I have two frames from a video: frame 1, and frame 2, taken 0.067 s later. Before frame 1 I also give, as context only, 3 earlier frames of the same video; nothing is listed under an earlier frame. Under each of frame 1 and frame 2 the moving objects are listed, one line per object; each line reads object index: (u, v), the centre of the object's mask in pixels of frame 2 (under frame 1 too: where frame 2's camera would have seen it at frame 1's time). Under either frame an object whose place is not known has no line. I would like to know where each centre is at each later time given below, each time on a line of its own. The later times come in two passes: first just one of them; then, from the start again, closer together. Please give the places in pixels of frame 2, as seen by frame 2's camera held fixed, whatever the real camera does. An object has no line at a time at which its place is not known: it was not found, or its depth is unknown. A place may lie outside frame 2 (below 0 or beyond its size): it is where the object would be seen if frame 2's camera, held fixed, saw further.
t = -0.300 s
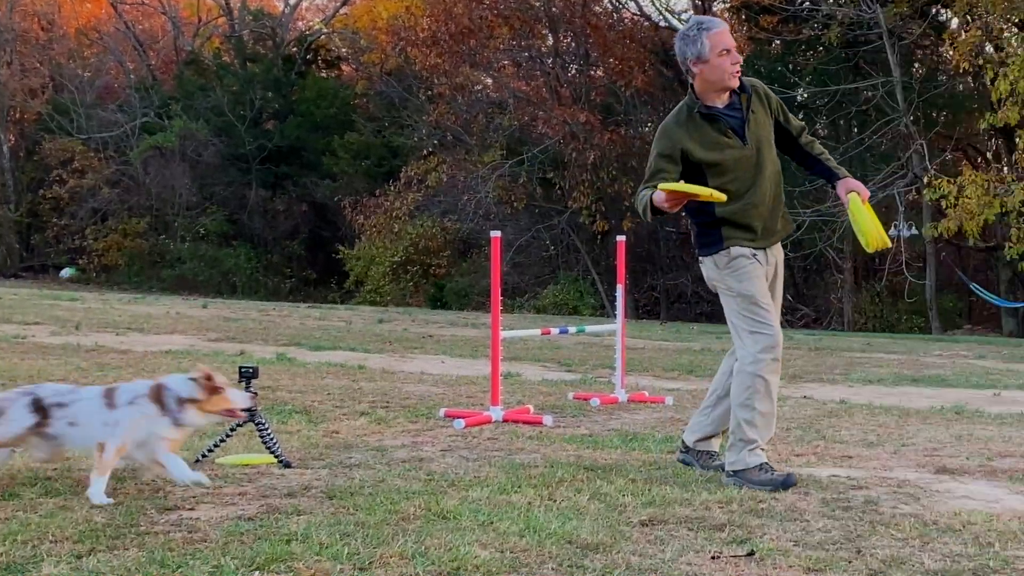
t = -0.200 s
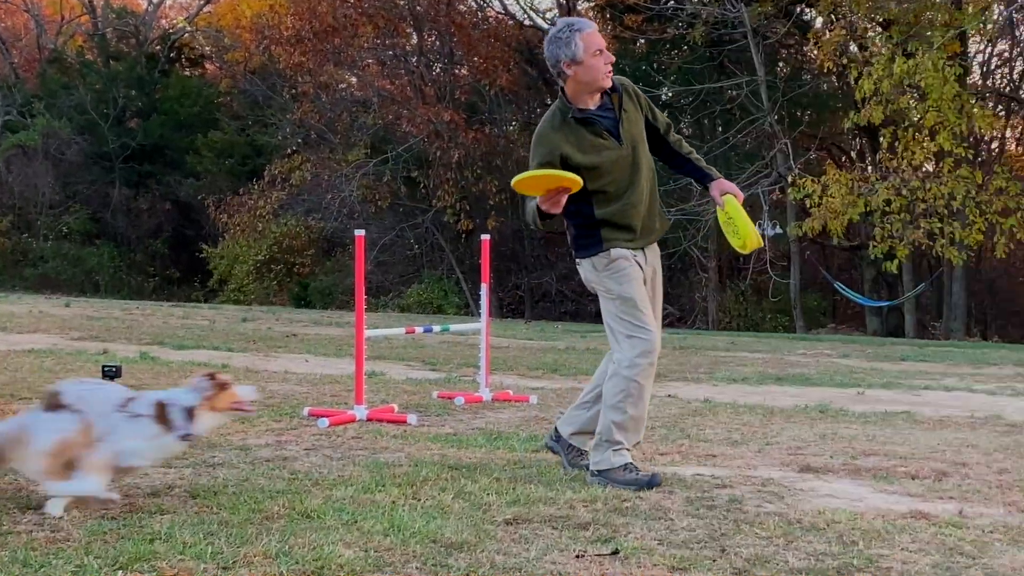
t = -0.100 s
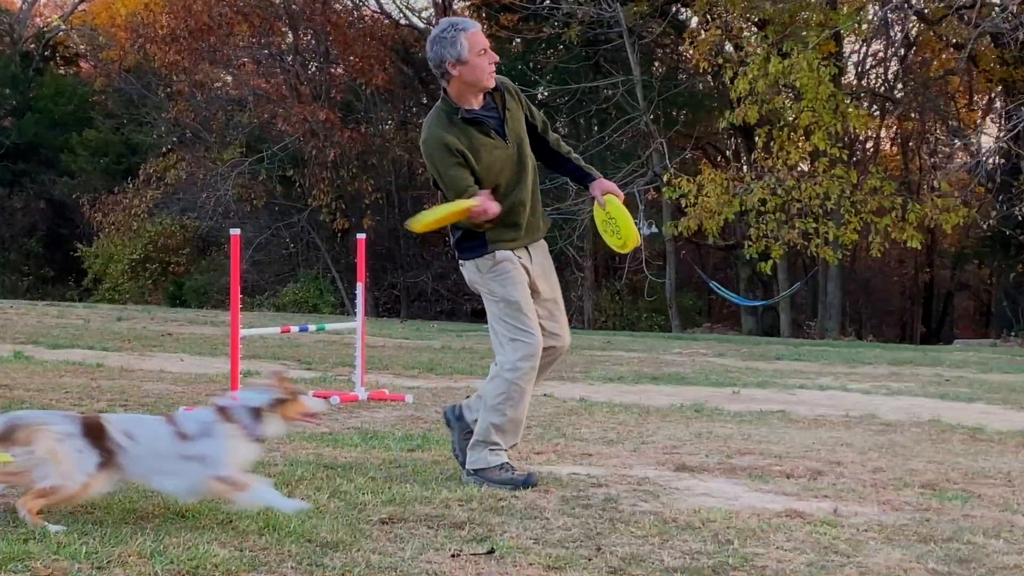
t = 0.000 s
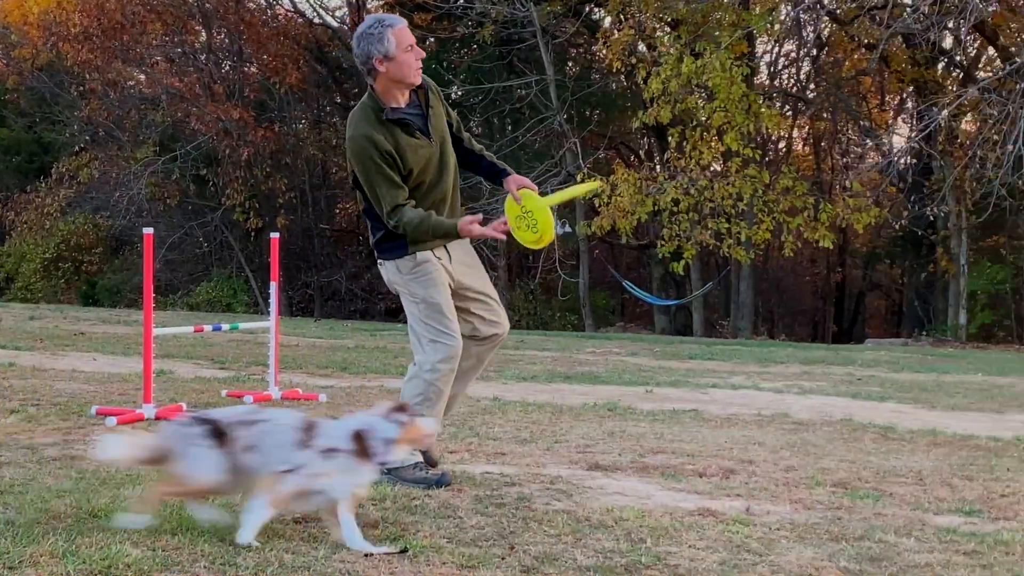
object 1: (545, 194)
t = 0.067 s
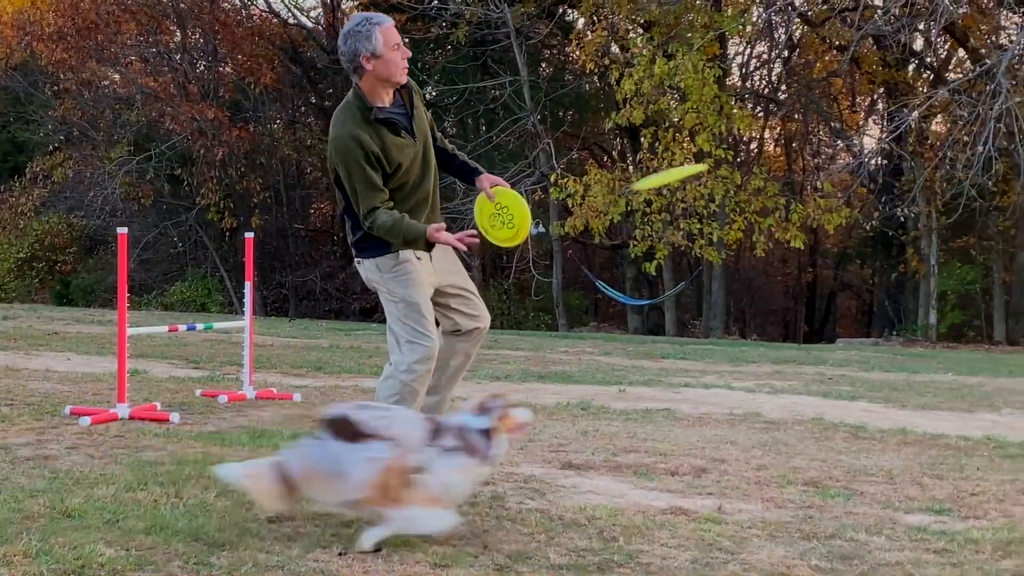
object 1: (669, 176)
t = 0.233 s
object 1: (953, 151)
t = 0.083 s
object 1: (701, 171)
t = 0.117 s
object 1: (761, 165)
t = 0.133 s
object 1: (790, 161)
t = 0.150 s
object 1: (817, 159)
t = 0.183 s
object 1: (874, 155)
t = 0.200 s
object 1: (901, 154)
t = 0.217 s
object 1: (927, 152)
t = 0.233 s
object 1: (953, 151)
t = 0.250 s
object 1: (980, 150)
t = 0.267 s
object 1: (1006, 149)
